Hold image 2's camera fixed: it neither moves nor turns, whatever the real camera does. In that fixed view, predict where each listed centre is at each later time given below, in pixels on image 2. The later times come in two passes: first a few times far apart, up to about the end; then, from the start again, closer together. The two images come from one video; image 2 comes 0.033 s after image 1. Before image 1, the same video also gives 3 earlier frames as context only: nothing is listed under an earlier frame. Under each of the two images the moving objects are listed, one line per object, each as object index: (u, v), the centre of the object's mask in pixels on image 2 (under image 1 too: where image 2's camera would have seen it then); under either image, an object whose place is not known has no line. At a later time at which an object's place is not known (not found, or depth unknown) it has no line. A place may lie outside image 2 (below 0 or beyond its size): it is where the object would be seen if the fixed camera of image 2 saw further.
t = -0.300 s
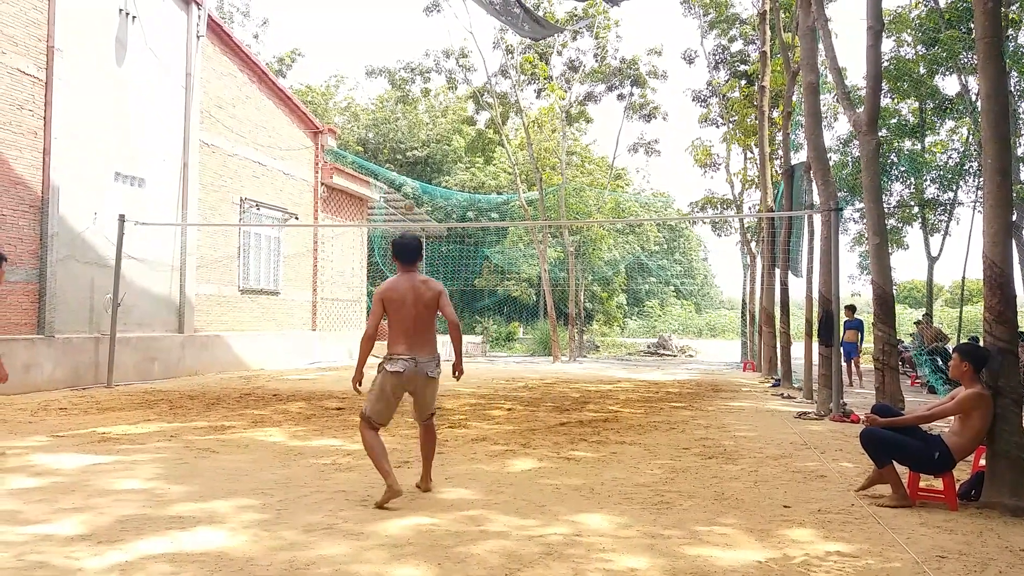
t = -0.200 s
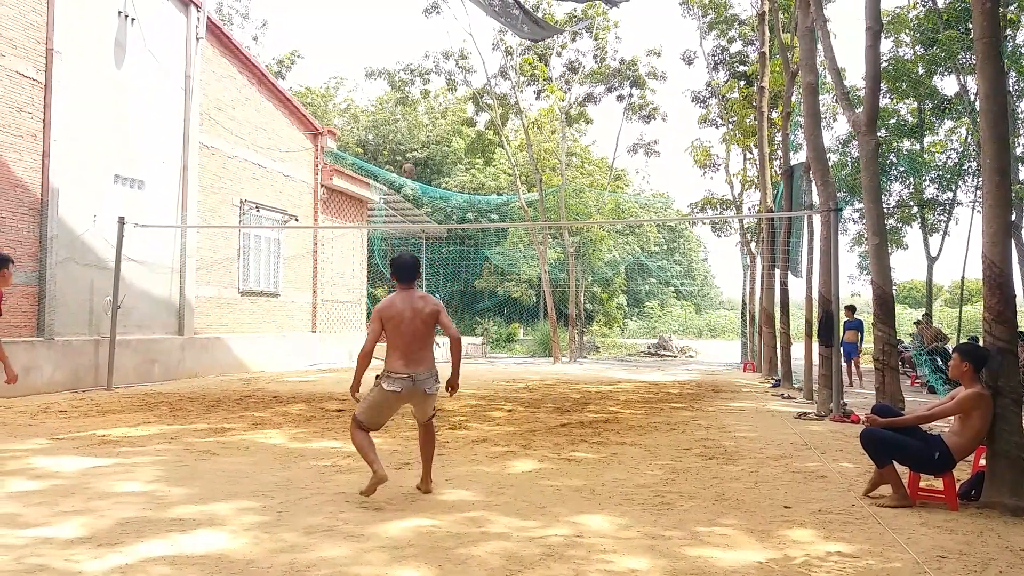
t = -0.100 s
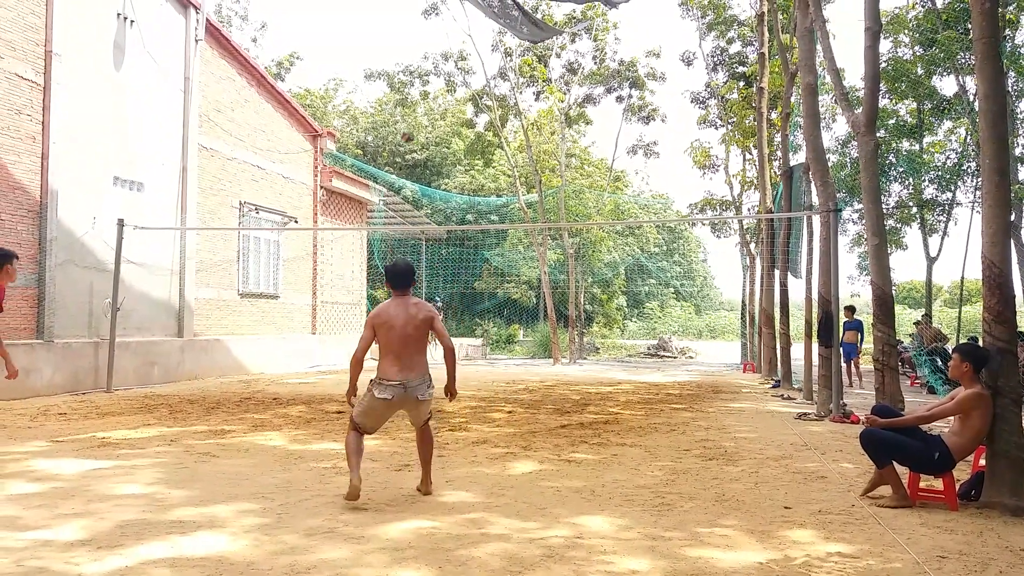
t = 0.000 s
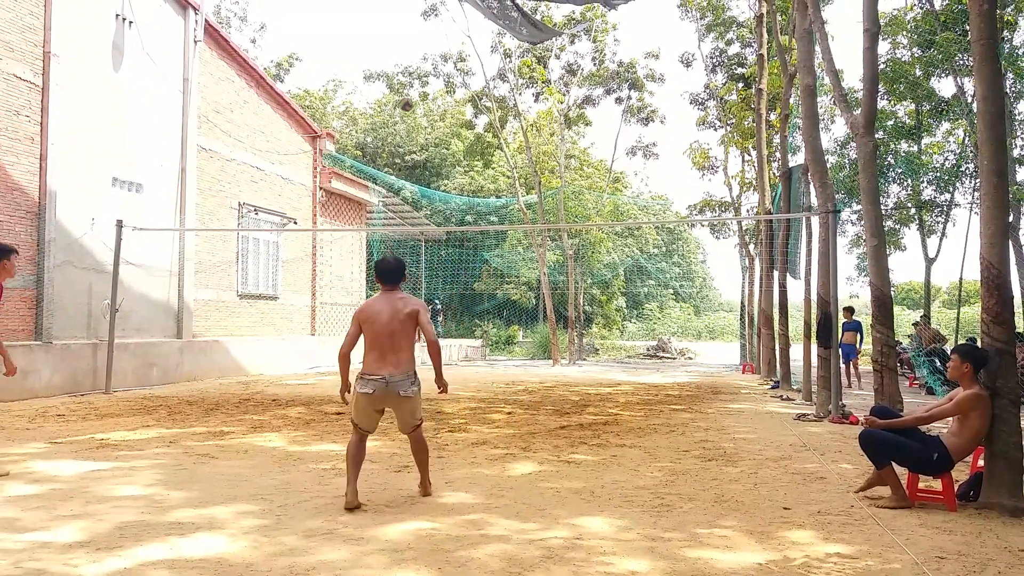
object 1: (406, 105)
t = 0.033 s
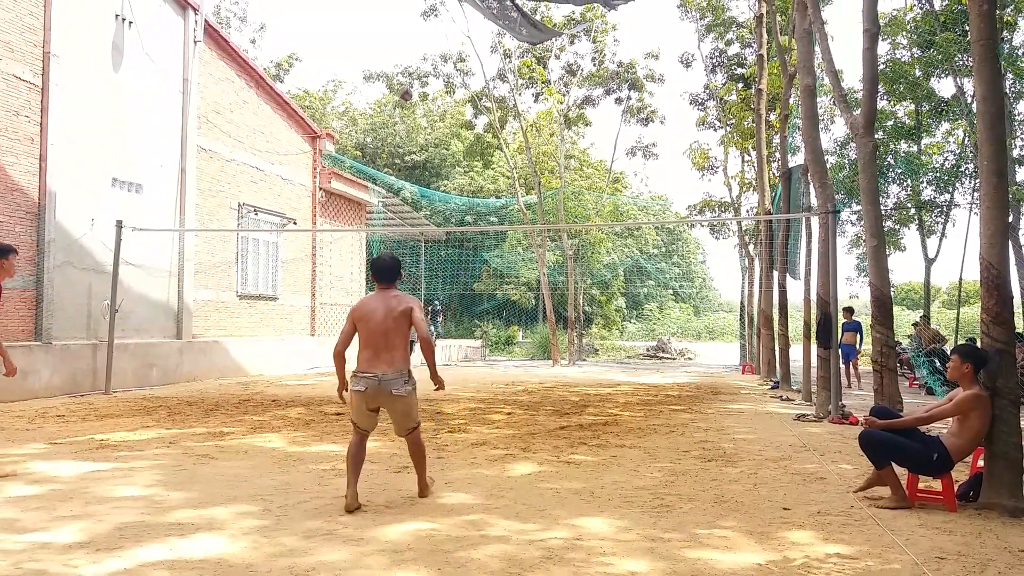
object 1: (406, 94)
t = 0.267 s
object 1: (401, 33)
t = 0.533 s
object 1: (392, -1)
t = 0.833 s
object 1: (379, 60)
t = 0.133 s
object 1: (403, 66)
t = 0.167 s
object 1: (403, 57)
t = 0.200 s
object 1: (402, 48)
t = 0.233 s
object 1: (402, 41)
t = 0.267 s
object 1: (401, 33)
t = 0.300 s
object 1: (400, 26)
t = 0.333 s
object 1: (399, 20)
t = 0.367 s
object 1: (397, 14)
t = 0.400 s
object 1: (397, 9)
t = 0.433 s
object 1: (395, 4)
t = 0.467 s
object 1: (394, 1)
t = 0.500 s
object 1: (393, 0)
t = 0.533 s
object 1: (392, -1)
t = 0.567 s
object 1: (391, -1)
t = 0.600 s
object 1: (390, 0)
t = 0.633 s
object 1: (389, 2)
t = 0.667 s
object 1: (388, 6)
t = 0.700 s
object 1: (386, 12)
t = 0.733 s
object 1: (384, 21)
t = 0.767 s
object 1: (383, 31)
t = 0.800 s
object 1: (381, 44)
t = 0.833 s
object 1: (379, 60)
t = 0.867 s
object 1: (377, 79)
